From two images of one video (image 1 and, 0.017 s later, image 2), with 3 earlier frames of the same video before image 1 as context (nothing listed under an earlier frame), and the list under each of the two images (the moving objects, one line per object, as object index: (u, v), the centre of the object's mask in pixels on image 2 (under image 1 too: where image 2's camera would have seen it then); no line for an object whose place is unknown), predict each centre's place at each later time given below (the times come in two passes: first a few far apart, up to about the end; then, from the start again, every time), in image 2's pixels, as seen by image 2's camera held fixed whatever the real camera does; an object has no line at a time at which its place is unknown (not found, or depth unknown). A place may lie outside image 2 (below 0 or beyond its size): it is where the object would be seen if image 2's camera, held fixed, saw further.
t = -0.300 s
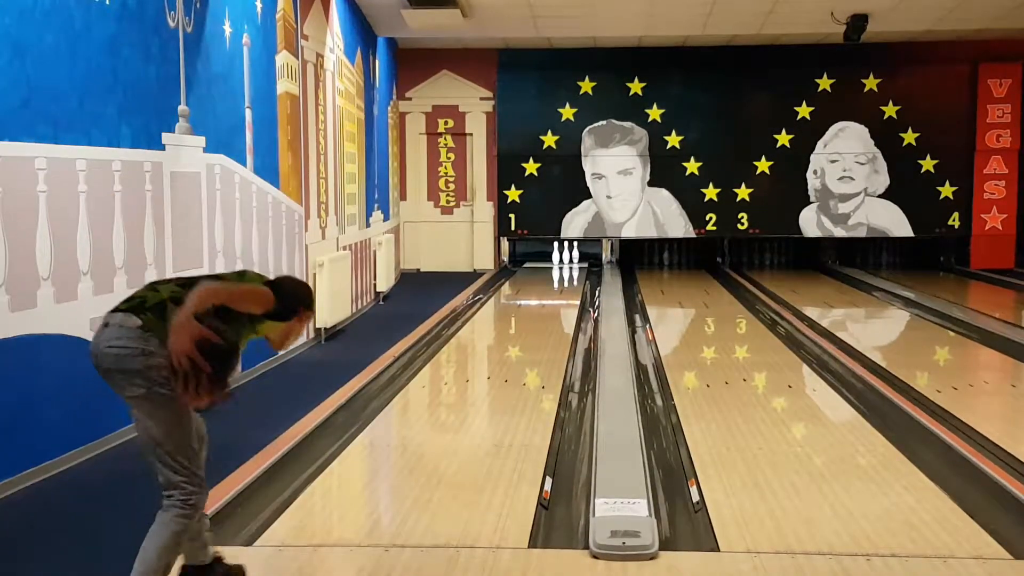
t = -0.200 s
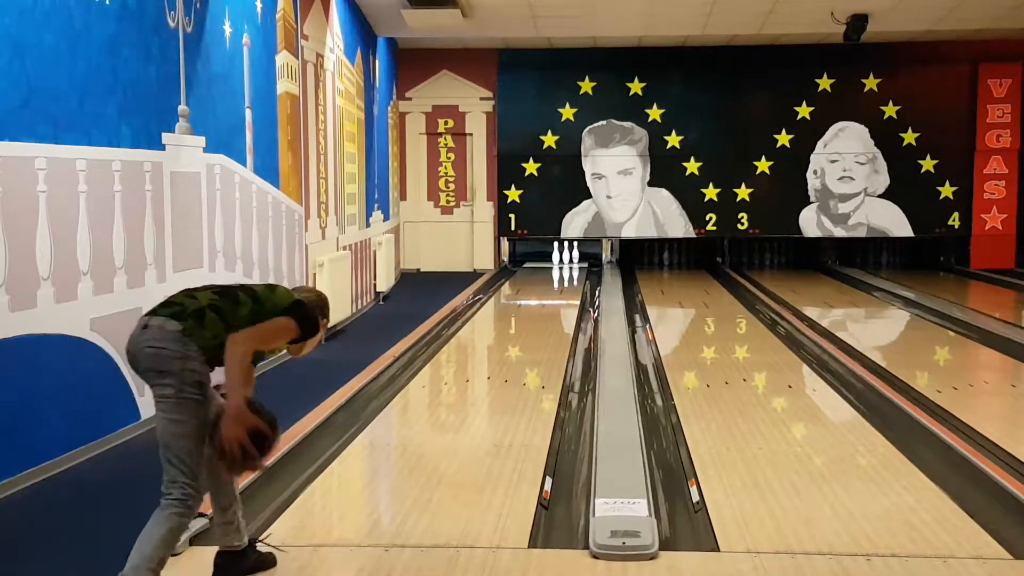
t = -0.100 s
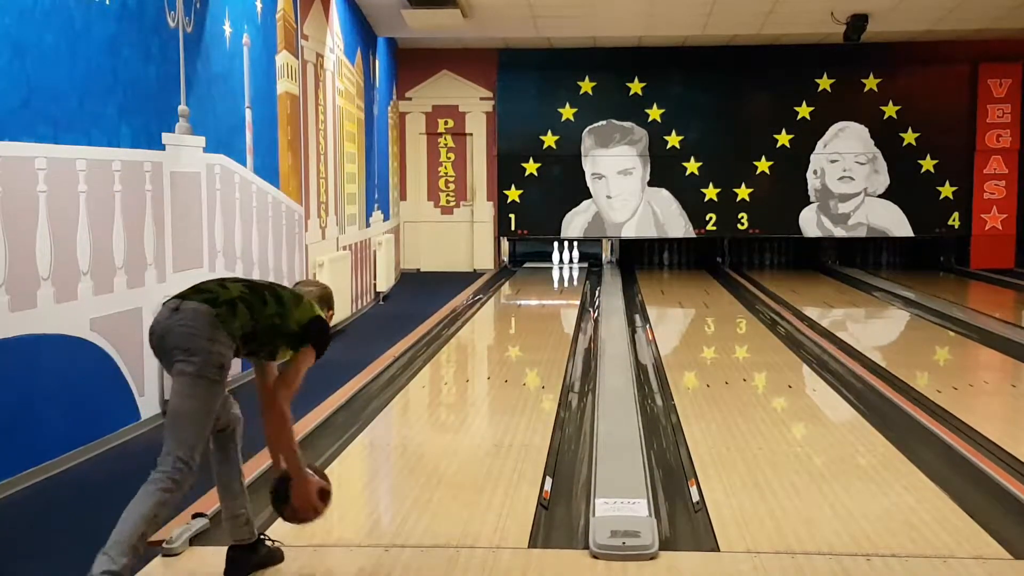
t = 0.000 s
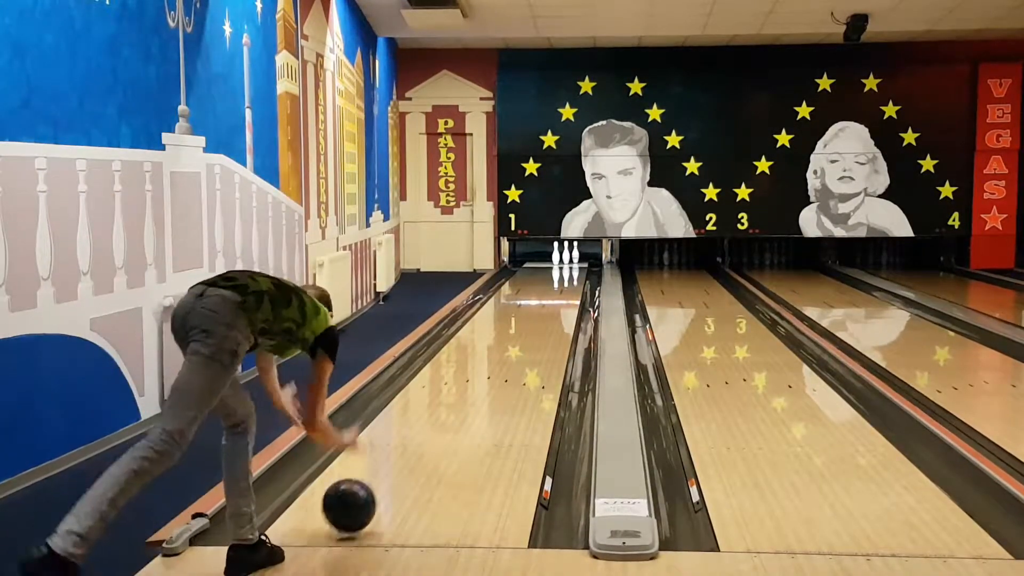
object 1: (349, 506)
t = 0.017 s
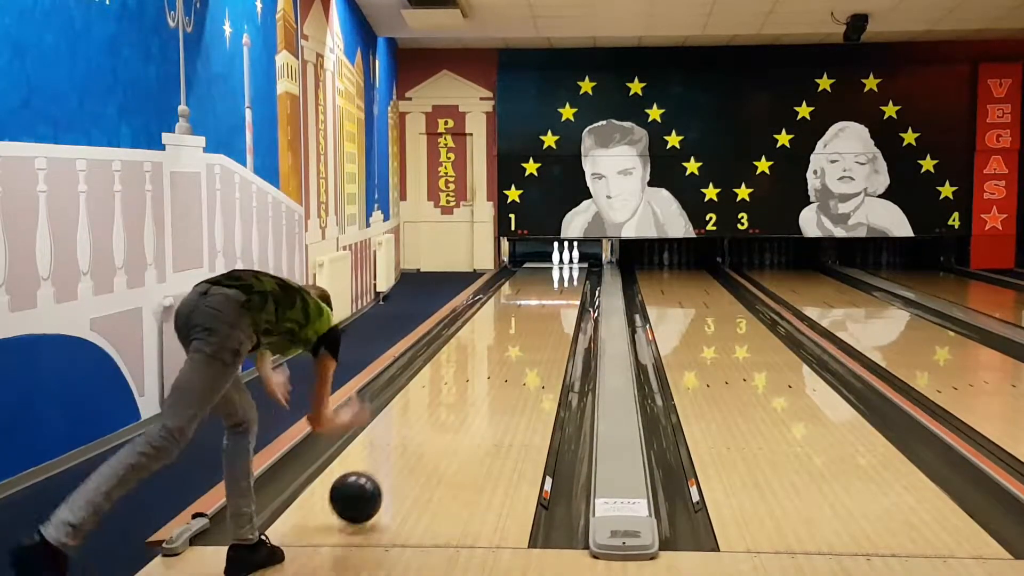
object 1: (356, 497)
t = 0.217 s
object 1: (418, 447)
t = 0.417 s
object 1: (461, 407)
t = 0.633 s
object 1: (494, 376)
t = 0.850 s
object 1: (519, 353)
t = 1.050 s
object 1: (537, 335)
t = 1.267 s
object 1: (551, 320)
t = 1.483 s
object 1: (562, 308)
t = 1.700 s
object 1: (570, 298)
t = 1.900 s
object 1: (575, 290)
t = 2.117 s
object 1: (577, 283)
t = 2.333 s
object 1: (577, 277)
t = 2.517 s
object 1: (577, 273)
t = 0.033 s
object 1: (362, 491)
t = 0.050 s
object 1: (368, 485)
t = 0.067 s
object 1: (374, 479)
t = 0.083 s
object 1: (379, 475)
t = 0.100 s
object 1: (384, 472)
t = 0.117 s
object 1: (390, 469)
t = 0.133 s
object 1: (395, 467)
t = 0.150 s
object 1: (400, 463)
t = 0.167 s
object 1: (404, 458)
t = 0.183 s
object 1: (409, 455)
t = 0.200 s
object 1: (413, 451)
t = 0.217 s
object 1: (418, 447)
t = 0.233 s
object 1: (422, 443)
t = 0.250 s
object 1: (426, 439)
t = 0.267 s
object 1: (430, 435)
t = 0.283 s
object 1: (434, 432)
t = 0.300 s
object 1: (437, 428)
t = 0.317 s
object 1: (441, 425)
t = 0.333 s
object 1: (444, 422)
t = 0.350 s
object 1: (448, 419)
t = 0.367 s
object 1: (451, 416)
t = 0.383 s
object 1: (454, 413)
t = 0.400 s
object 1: (457, 410)
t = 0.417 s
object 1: (461, 407)
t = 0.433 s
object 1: (464, 404)
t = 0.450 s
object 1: (466, 402)
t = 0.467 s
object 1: (469, 399)
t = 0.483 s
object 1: (472, 397)
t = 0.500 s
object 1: (475, 394)
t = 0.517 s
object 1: (477, 392)
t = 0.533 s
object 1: (480, 389)
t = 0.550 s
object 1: (482, 387)
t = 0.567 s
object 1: (485, 384)
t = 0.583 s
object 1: (487, 382)
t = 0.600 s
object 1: (490, 380)
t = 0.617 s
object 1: (492, 378)
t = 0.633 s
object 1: (494, 376)
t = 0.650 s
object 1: (496, 374)
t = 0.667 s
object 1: (498, 372)
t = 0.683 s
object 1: (500, 370)
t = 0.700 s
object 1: (502, 368)
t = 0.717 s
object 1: (504, 366)
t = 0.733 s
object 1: (506, 365)
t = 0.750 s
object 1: (508, 363)
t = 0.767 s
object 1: (510, 361)
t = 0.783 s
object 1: (512, 359)
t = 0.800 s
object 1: (514, 358)
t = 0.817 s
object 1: (515, 356)
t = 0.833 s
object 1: (517, 354)
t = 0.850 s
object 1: (519, 353)
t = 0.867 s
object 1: (520, 351)
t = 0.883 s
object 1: (522, 350)
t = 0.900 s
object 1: (523, 348)
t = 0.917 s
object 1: (525, 346)
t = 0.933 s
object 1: (527, 345)
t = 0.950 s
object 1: (528, 343)
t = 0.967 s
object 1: (530, 342)
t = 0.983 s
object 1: (531, 341)
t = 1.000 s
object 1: (532, 339)
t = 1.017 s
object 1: (534, 338)
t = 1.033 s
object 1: (535, 337)
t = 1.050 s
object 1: (537, 335)
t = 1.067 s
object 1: (538, 334)
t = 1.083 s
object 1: (539, 333)
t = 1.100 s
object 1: (540, 332)
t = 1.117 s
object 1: (541, 330)
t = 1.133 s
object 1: (543, 329)
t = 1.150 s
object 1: (544, 328)
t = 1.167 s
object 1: (545, 327)
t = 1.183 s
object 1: (546, 326)
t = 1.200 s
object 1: (547, 325)
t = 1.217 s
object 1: (548, 324)
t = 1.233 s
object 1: (549, 323)
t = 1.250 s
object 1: (550, 322)
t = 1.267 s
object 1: (551, 320)
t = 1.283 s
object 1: (552, 320)
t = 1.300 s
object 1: (553, 318)
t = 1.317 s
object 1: (554, 318)
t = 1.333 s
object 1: (555, 317)
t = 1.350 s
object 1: (556, 316)
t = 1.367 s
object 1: (557, 315)
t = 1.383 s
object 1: (558, 314)
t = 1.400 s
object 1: (558, 313)
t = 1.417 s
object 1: (559, 312)
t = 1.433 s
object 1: (560, 311)
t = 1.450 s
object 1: (561, 310)
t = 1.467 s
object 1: (561, 309)
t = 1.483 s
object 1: (562, 308)
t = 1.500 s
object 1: (563, 307)
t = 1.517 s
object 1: (563, 306)
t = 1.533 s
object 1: (564, 306)
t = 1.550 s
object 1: (565, 305)
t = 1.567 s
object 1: (565, 304)
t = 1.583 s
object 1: (566, 303)
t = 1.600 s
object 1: (567, 302)
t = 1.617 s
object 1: (567, 301)
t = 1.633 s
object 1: (567, 301)
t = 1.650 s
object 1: (568, 300)
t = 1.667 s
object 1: (569, 299)
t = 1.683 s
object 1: (569, 299)
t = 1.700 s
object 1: (570, 298)
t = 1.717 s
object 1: (570, 297)
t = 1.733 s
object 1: (570, 296)
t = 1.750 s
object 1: (571, 296)
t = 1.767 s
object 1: (572, 295)
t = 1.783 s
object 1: (572, 295)
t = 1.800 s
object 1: (572, 294)
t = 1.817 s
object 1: (573, 293)
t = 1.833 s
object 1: (573, 292)
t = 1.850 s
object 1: (574, 292)
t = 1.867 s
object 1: (574, 291)
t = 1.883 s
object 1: (574, 291)
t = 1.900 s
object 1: (575, 290)
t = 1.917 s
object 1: (575, 289)
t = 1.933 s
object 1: (575, 289)
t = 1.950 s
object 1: (576, 288)
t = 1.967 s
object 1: (576, 288)
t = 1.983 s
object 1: (576, 287)
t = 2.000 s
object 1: (577, 287)
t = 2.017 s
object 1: (577, 287)
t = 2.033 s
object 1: (576, 286)
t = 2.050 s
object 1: (577, 285)
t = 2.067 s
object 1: (577, 285)
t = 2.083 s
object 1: (577, 284)
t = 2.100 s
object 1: (578, 283)
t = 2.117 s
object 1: (577, 283)
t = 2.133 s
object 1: (578, 282)
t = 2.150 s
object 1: (578, 282)
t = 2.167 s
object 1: (578, 281)
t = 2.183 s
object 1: (578, 281)
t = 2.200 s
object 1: (577, 280)
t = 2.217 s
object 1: (578, 280)
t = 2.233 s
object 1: (578, 279)
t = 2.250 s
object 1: (578, 279)
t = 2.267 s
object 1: (578, 278)
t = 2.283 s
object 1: (578, 278)
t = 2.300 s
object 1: (578, 278)
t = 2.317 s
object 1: (578, 277)
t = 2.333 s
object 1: (577, 277)
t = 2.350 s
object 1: (578, 276)
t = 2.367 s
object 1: (578, 276)
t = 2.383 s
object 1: (578, 275)
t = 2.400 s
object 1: (578, 275)
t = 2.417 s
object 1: (578, 275)
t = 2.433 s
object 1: (578, 274)
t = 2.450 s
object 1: (577, 274)
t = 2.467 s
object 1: (577, 274)
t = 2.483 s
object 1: (577, 273)
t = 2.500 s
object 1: (577, 273)
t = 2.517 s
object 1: (577, 273)
